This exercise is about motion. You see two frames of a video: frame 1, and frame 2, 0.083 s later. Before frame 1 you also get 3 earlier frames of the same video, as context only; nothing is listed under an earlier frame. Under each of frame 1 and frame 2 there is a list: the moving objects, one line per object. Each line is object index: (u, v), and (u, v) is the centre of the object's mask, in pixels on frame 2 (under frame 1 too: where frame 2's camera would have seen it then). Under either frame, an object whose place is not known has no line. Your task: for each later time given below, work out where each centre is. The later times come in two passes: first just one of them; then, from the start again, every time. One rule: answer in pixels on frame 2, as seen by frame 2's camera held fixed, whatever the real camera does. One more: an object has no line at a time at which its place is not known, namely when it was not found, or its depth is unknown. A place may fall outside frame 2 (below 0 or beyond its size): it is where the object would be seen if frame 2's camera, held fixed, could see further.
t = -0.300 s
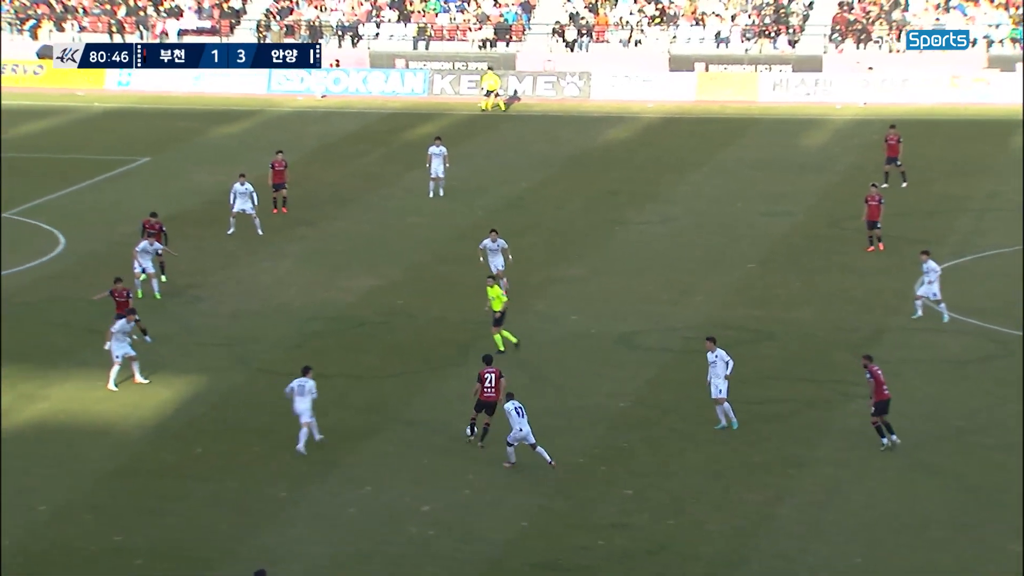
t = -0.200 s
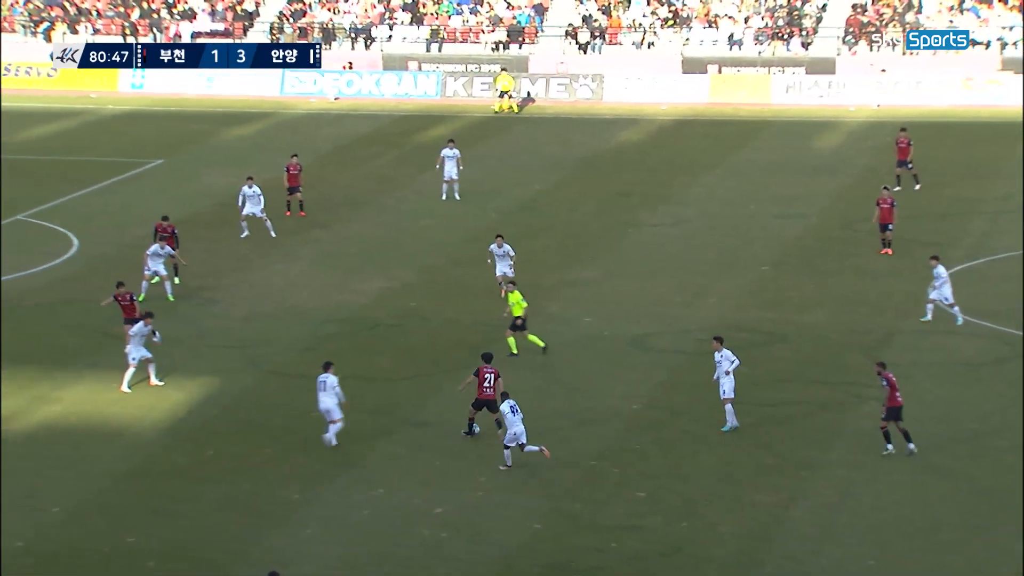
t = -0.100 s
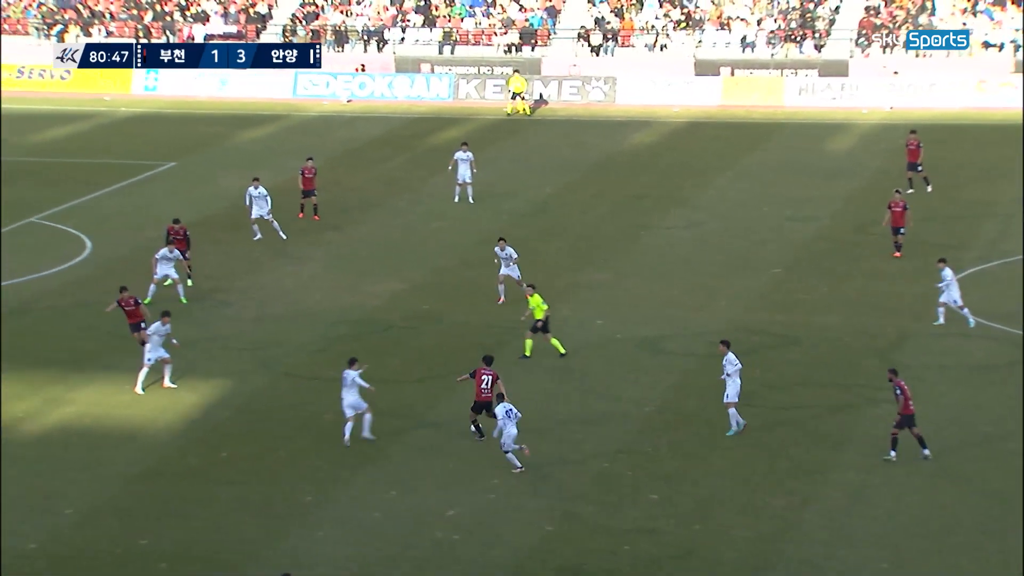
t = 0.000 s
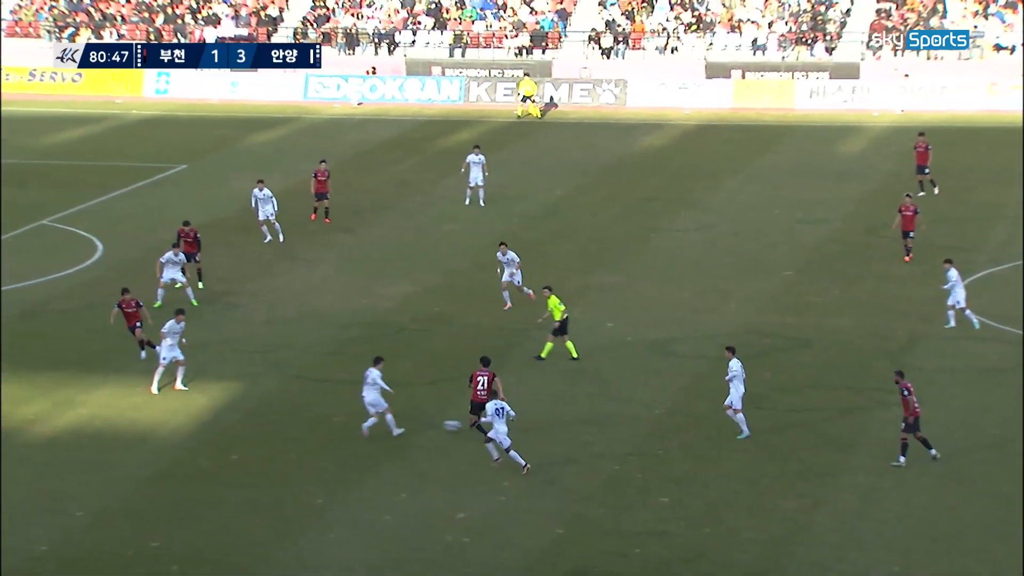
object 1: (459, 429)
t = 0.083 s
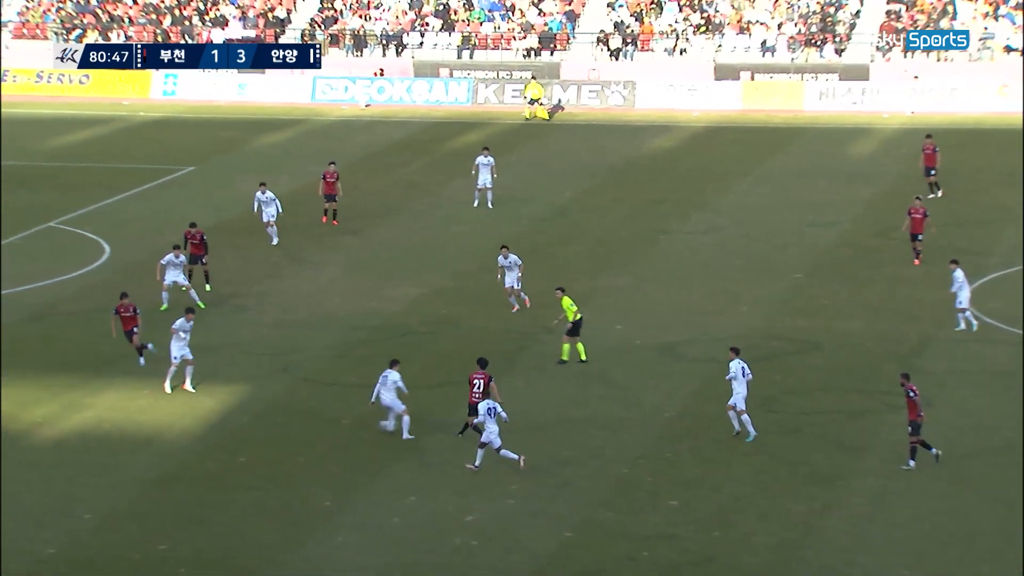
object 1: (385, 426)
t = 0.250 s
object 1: (256, 417)
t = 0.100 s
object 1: (374, 424)
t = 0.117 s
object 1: (360, 423)
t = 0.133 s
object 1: (347, 421)
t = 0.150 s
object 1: (333, 421)
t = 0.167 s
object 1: (321, 420)
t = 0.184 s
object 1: (308, 419)
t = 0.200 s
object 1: (295, 418)
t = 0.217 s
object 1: (281, 417)
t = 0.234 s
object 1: (269, 417)
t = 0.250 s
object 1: (256, 417)
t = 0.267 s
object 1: (243, 417)
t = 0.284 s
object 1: (230, 417)
